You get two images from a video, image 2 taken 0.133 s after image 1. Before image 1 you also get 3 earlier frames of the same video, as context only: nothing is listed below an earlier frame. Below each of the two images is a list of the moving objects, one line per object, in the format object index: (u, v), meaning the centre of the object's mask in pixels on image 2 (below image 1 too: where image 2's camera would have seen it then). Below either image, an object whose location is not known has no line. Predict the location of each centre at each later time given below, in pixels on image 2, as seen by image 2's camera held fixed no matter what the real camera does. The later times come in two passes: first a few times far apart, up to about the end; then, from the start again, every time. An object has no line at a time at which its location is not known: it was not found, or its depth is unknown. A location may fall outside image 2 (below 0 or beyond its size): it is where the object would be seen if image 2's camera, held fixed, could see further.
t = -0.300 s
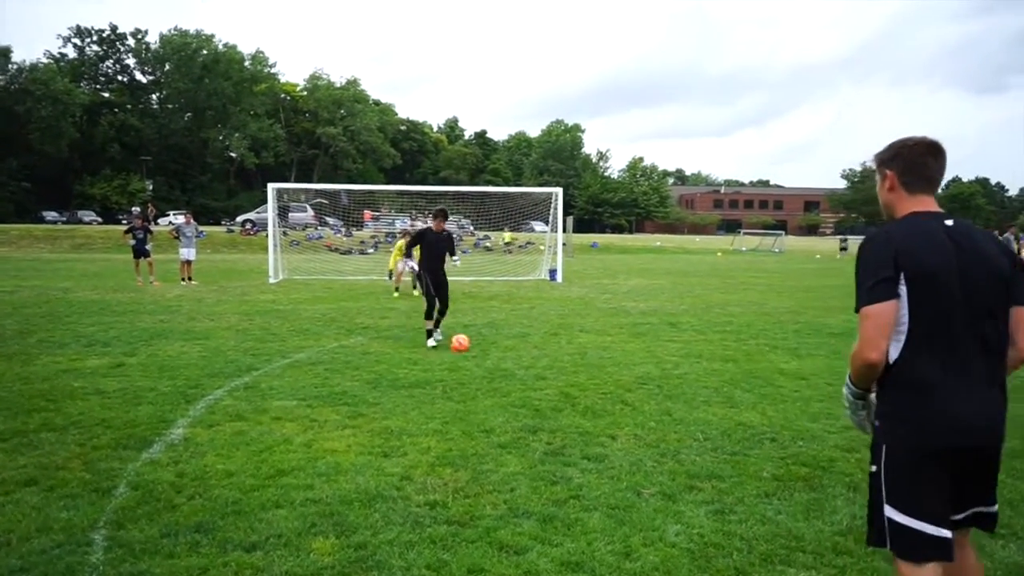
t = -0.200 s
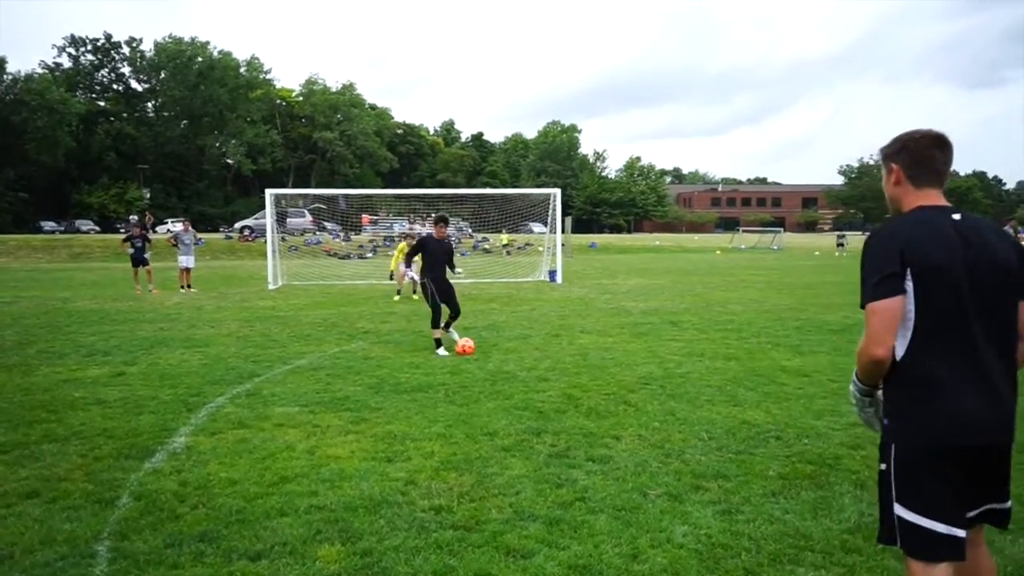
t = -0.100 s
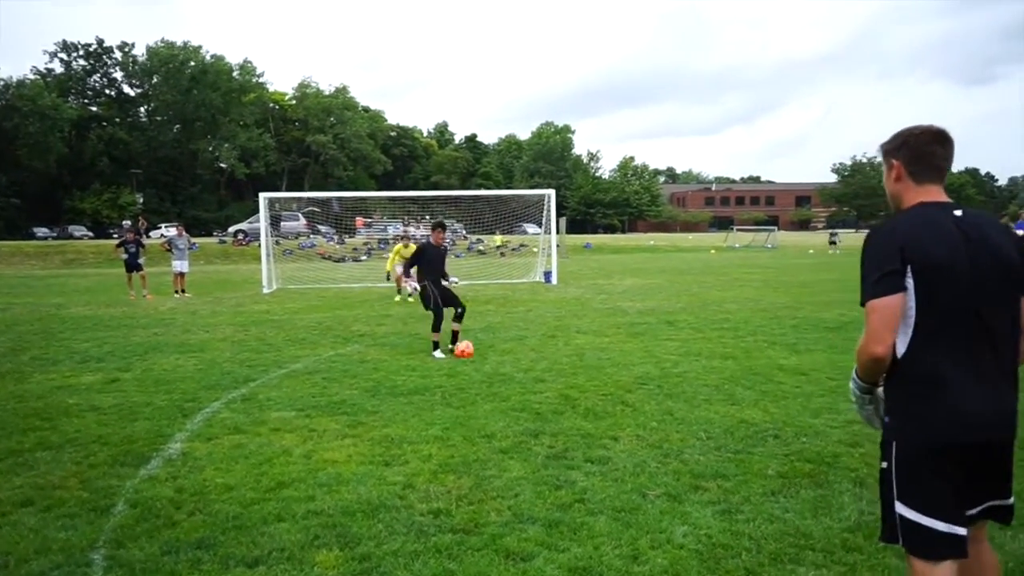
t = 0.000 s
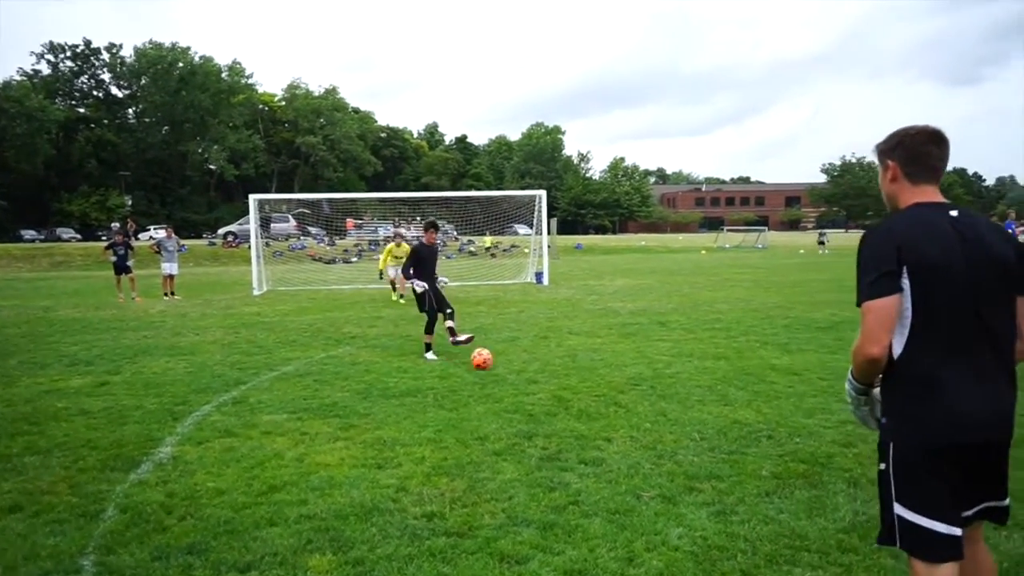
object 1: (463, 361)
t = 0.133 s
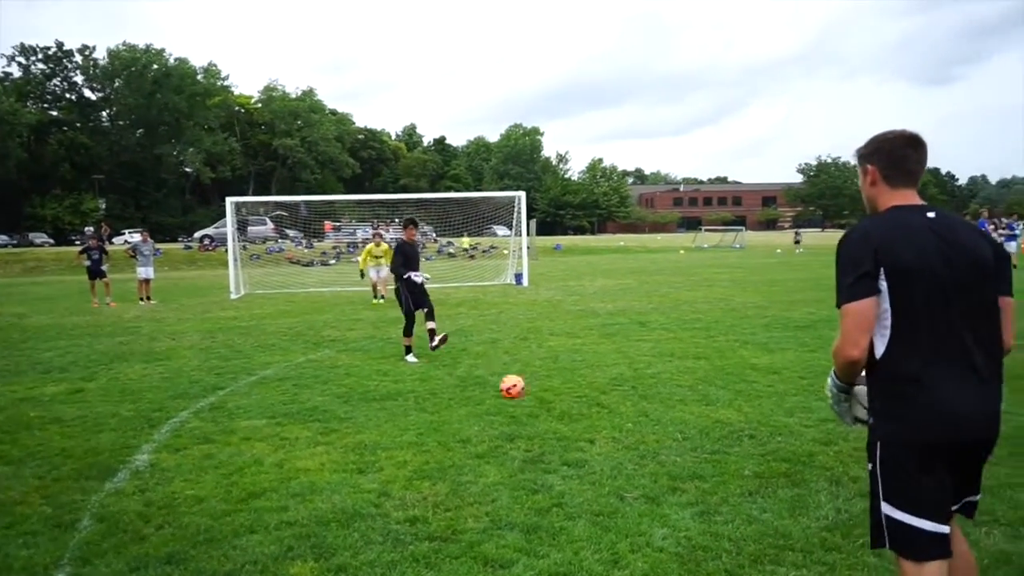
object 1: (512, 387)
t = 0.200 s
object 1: (538, 397)
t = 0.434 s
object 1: (639, 446)
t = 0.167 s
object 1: (525, 393)
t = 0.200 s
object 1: (538, 397)
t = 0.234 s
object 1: (550, 402)
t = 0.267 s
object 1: (563, 408)
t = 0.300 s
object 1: (578, 415)
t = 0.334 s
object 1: (593, 423)
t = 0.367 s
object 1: (609, 433)
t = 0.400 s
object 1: (624, 441)
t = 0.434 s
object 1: (639, 446)
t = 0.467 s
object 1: (654, 452)
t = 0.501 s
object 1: (671, 458)
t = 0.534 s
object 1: (688, 466)
